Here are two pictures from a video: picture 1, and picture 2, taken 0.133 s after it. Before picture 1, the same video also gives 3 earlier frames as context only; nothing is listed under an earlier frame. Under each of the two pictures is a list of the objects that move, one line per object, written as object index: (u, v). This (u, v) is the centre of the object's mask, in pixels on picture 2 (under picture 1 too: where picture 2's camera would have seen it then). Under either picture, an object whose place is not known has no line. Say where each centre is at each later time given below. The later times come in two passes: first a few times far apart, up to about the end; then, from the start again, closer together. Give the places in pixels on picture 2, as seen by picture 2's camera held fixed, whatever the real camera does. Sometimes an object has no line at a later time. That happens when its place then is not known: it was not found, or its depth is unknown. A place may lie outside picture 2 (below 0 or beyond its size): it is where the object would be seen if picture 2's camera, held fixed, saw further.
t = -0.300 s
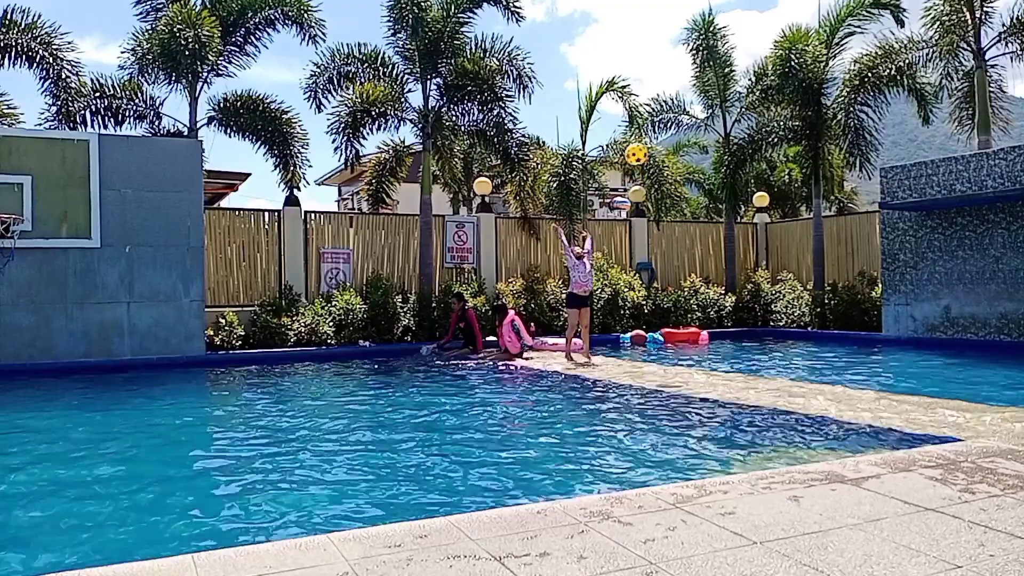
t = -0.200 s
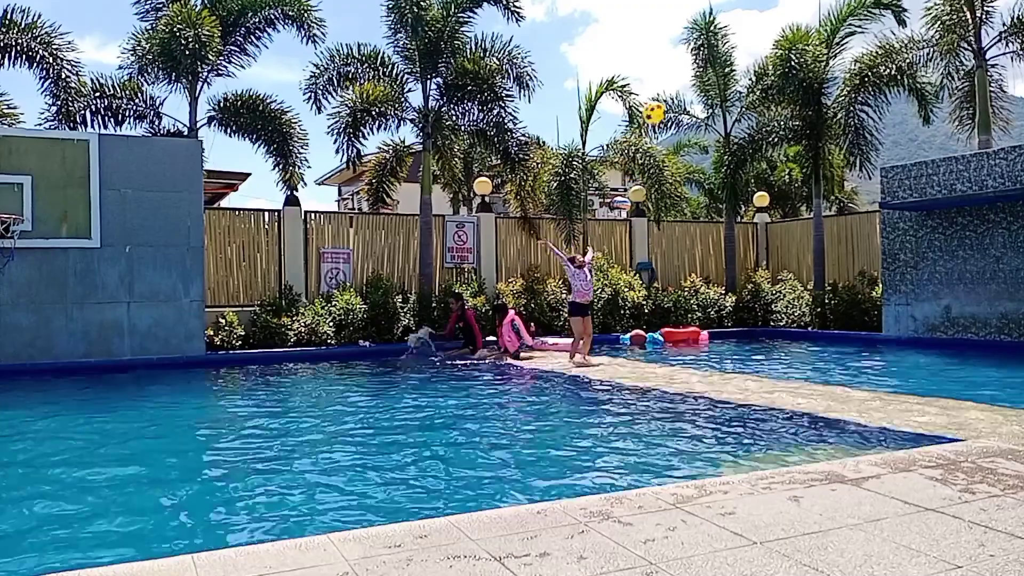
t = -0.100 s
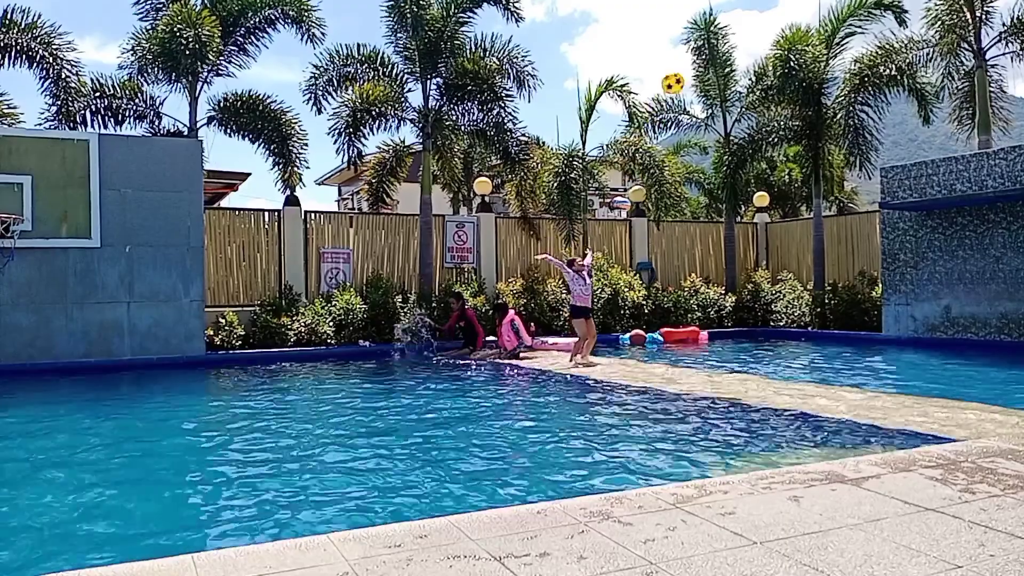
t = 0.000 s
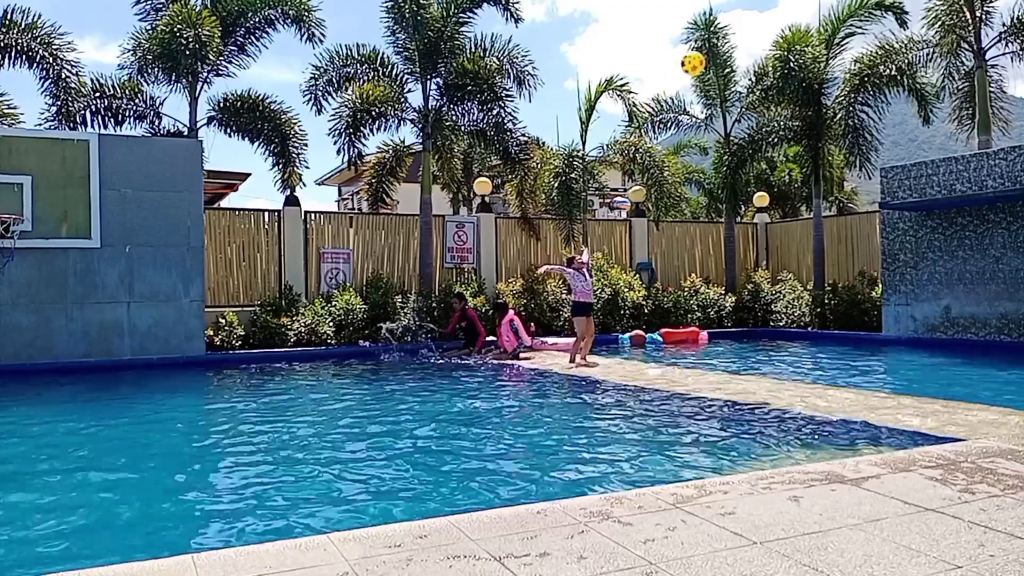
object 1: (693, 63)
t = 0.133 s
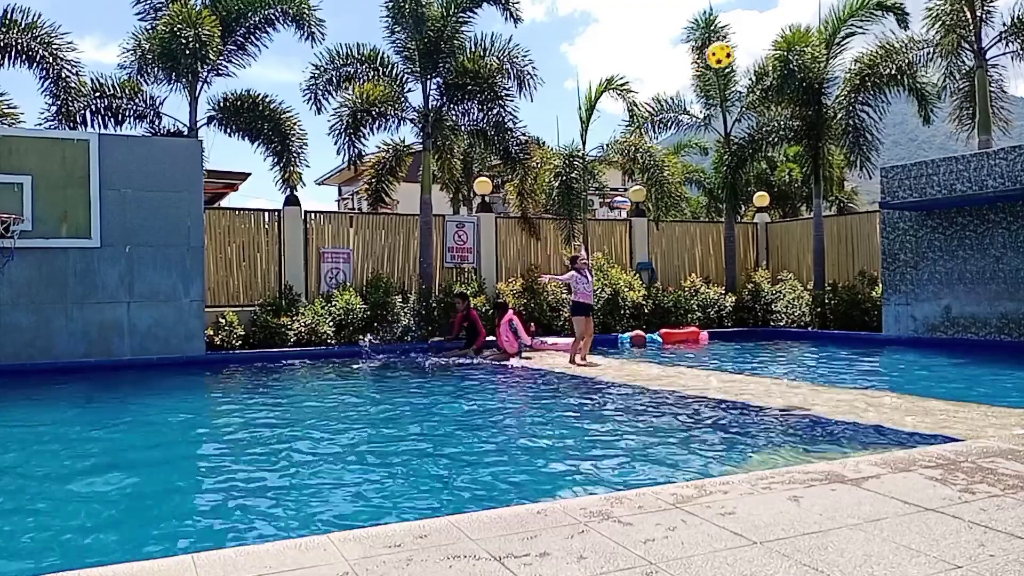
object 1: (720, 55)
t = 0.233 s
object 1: (739, 63)
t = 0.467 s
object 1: (786, 130)
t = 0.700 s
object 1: (832, 277)
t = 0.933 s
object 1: (860, 397)
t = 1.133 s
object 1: (853, 386)
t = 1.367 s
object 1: (845, 396)
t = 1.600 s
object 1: (839, 394)
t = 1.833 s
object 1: (831, 394)
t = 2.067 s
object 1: (819, 395)
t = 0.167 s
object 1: (726, 56)
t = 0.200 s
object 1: (732, 59)
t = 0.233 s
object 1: (739, 63)
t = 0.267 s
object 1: (747, 68)
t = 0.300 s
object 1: (754, 74)
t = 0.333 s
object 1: (760, 82)
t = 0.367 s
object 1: (766, 92)
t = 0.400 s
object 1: (773, 103)
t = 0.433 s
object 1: (780, 115)
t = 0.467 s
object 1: (786, 130)
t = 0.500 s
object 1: (793, 146)
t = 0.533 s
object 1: (799, 163)
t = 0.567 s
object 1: (805, 183)
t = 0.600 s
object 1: (812, 203)
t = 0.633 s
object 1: (818, 226)
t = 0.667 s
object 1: (825, 250)
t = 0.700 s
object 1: (832, 277)
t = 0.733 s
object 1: (838, 304)
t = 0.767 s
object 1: (845, 334)
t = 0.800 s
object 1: (852, 364)
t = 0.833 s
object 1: (859, 394)
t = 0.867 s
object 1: (861, 397)
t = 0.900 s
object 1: (861, 398)
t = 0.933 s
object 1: (860, 397)
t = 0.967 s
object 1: (859, 395)
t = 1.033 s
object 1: (858, 391)
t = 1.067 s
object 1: (856, 387)
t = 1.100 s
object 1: (854, 386)
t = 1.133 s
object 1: (853, 386)
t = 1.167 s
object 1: (851, 388)
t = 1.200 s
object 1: (850, 392)
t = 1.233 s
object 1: (849, 394)
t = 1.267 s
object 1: (848, 395)
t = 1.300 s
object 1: (847, 396)
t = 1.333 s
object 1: (846, 396)
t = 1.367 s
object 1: (845, 396)
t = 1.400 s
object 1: (844, 397)
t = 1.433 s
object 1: (843, 396)
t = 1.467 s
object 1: (842, 396)
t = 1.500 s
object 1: (842, 396)
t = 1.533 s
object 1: (841, 395)
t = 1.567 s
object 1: (840, 395)
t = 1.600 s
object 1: (839, 394)
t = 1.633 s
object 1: (838, 394)
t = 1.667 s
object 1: (838, 395)
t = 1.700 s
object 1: (837, 395)
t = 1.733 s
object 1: (835, 394)
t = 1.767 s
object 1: (834, 395)
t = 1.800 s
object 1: (832, 395)
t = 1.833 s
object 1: (831, 394)
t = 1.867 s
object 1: (829, 394)
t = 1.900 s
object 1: (827, 394)
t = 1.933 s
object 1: (825, 394)
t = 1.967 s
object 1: (823, 395)
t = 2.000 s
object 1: (822, 394)
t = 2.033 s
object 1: (820, 394)
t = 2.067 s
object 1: (819, 395)
